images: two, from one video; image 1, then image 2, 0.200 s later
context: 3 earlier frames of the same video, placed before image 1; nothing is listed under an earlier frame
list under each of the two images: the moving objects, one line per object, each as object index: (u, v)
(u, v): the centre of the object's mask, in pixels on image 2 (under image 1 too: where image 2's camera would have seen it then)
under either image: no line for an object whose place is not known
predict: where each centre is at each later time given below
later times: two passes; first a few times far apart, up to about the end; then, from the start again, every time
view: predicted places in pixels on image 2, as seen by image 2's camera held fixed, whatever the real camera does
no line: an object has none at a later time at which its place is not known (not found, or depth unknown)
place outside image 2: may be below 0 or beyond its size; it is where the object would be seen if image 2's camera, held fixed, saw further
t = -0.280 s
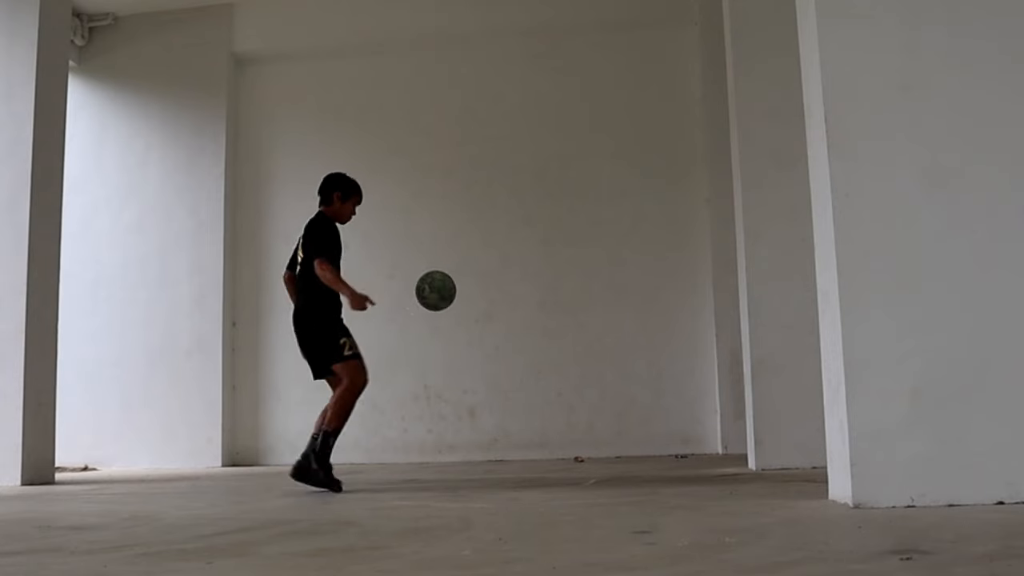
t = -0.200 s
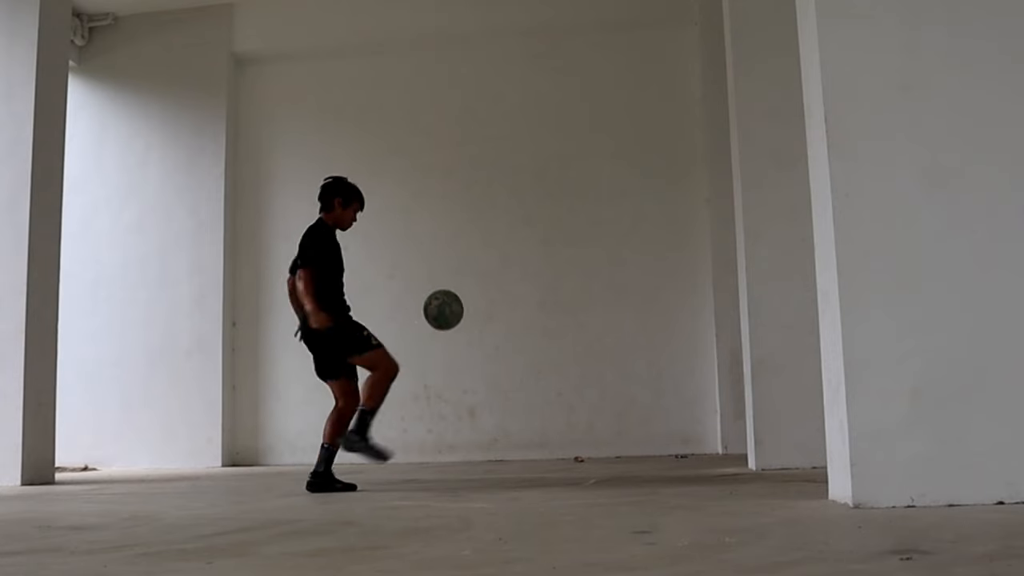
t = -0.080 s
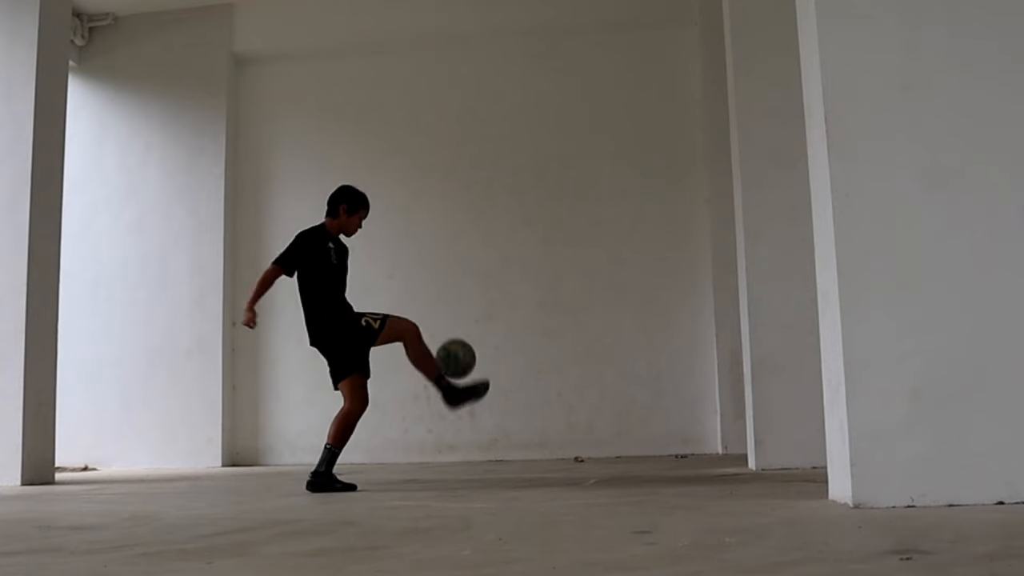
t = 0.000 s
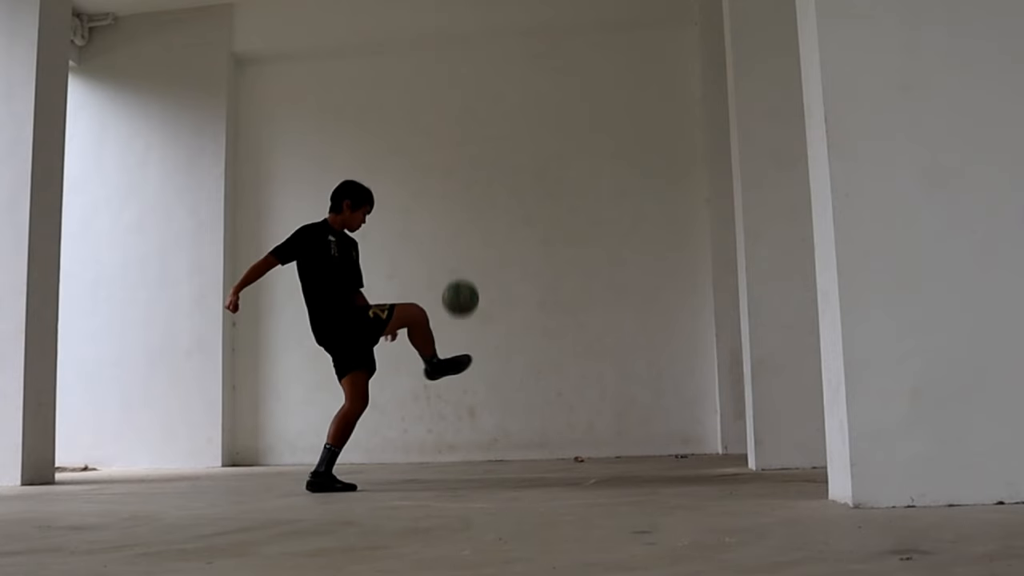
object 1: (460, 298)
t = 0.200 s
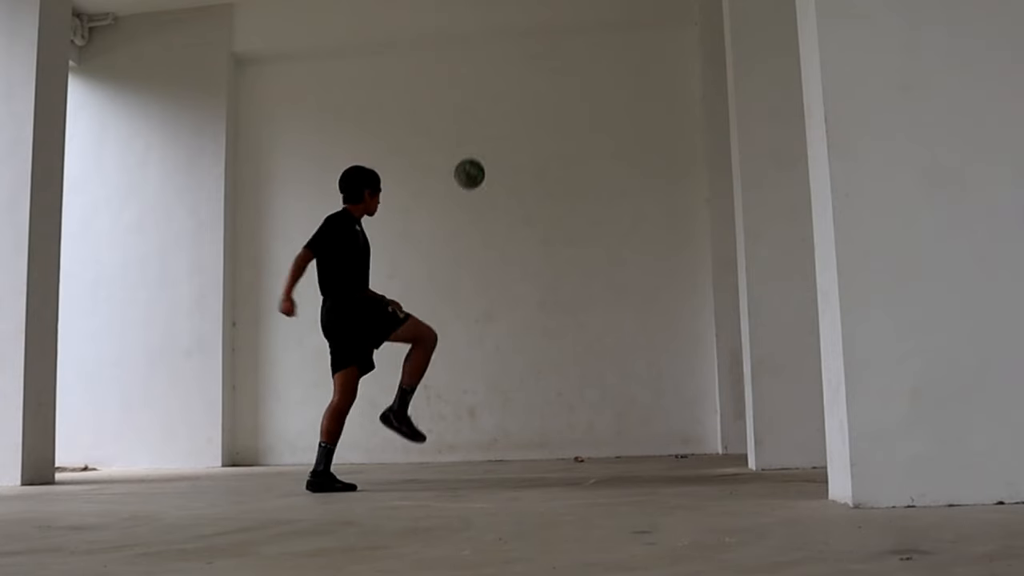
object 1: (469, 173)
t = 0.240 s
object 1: (471, 160)
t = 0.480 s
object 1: (482, 128)
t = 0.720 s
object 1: (482, 140)
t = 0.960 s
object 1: (446, 151)
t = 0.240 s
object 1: (471, 160)
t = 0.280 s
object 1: (473, 149)
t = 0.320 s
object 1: (475, 141)
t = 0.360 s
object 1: (477, 134)
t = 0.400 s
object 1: (479, 130)
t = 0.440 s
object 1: (480, 128)
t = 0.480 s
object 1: (482, 128)
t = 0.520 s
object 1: (484, 130)
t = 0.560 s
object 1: (486, 133)
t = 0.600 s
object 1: (487, 137)
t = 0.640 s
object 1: (489, 143)
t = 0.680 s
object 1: (487, 143)
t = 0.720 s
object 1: (482, 140)
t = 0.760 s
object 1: (476, 137)
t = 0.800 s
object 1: (470, 137)
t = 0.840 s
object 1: (465, 137)
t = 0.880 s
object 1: (459, 140)
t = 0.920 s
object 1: (453, 144)
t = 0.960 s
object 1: (446, 151)
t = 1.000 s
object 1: (440, 159)
